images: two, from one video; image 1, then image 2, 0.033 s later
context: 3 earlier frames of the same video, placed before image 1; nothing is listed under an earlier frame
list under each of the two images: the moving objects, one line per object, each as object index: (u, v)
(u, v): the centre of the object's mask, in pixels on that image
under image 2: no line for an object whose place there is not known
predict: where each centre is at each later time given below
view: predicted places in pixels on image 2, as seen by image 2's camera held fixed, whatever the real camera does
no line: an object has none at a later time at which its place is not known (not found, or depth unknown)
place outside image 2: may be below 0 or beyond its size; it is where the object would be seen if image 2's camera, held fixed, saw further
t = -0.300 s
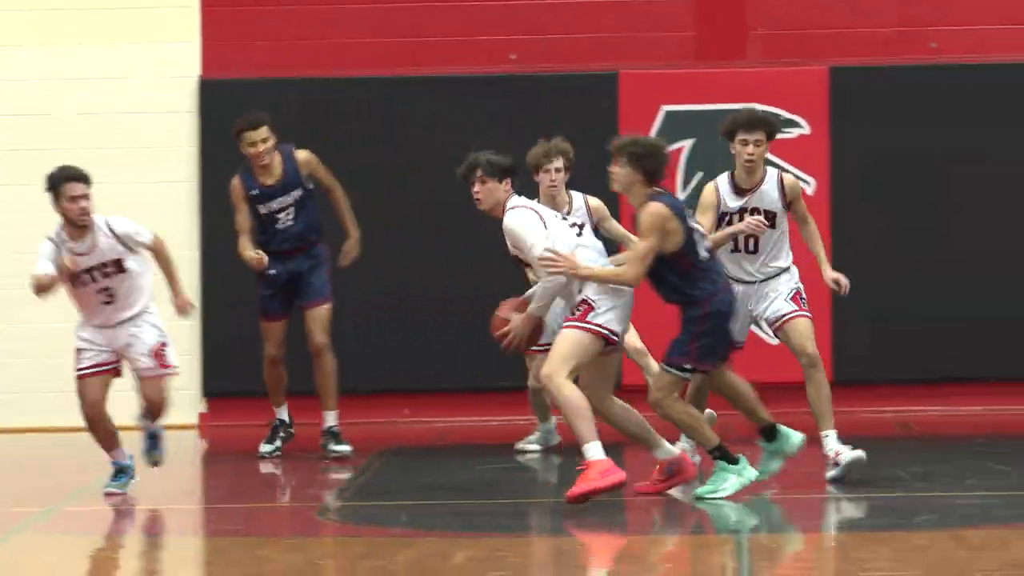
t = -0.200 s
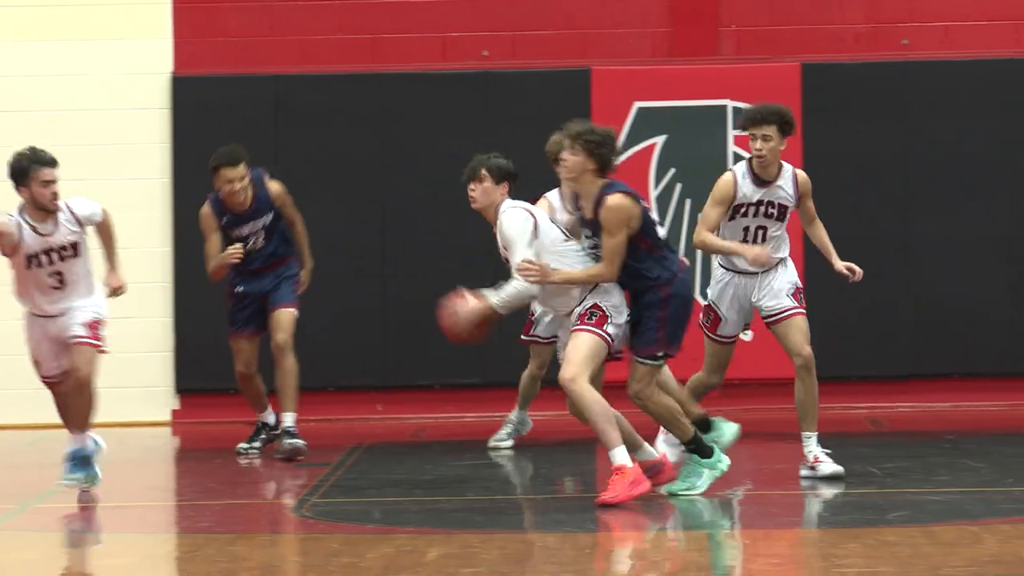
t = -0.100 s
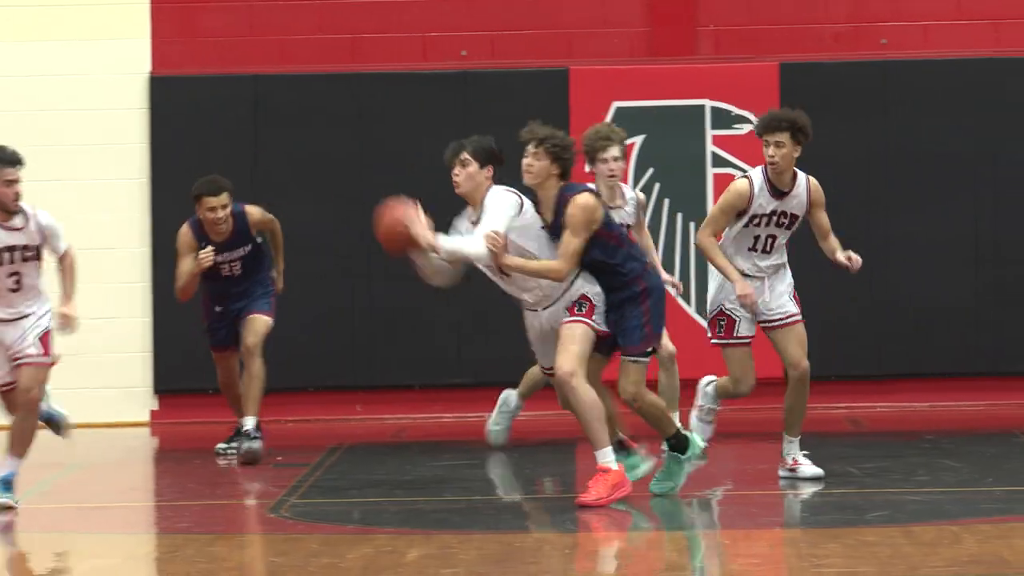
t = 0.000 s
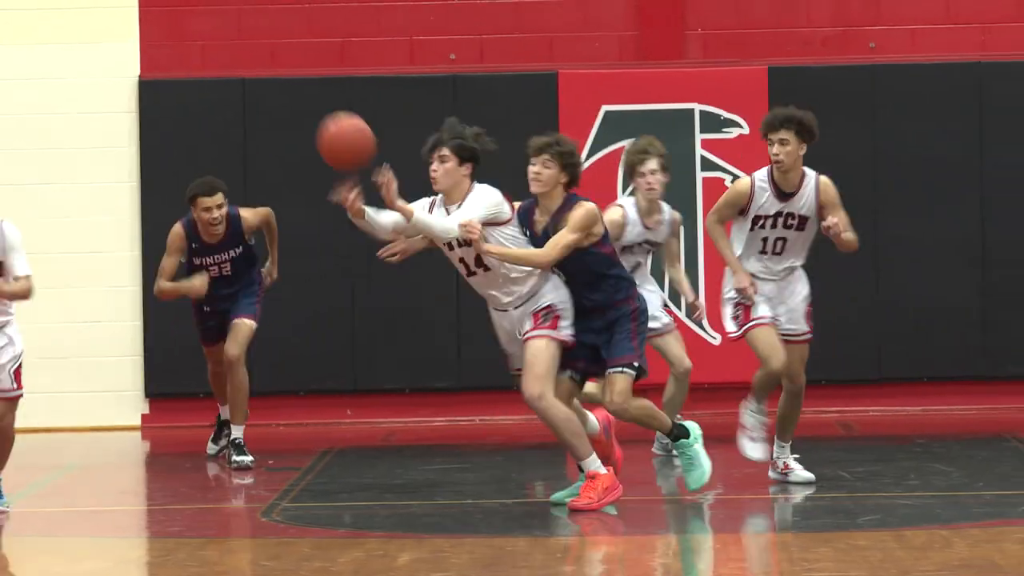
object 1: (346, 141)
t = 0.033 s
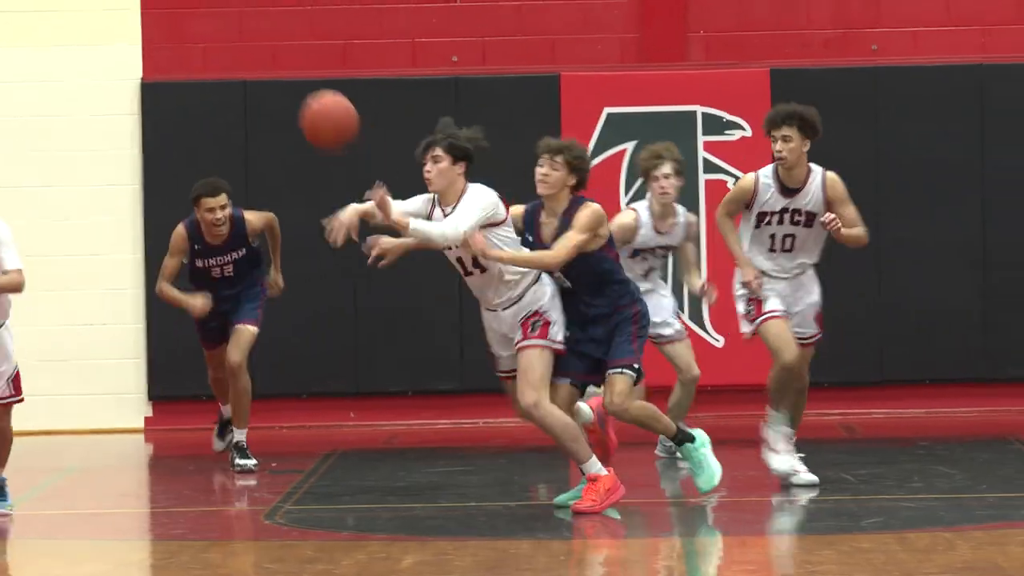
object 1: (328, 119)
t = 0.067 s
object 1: (308, 96)
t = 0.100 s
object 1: (287, 73)
